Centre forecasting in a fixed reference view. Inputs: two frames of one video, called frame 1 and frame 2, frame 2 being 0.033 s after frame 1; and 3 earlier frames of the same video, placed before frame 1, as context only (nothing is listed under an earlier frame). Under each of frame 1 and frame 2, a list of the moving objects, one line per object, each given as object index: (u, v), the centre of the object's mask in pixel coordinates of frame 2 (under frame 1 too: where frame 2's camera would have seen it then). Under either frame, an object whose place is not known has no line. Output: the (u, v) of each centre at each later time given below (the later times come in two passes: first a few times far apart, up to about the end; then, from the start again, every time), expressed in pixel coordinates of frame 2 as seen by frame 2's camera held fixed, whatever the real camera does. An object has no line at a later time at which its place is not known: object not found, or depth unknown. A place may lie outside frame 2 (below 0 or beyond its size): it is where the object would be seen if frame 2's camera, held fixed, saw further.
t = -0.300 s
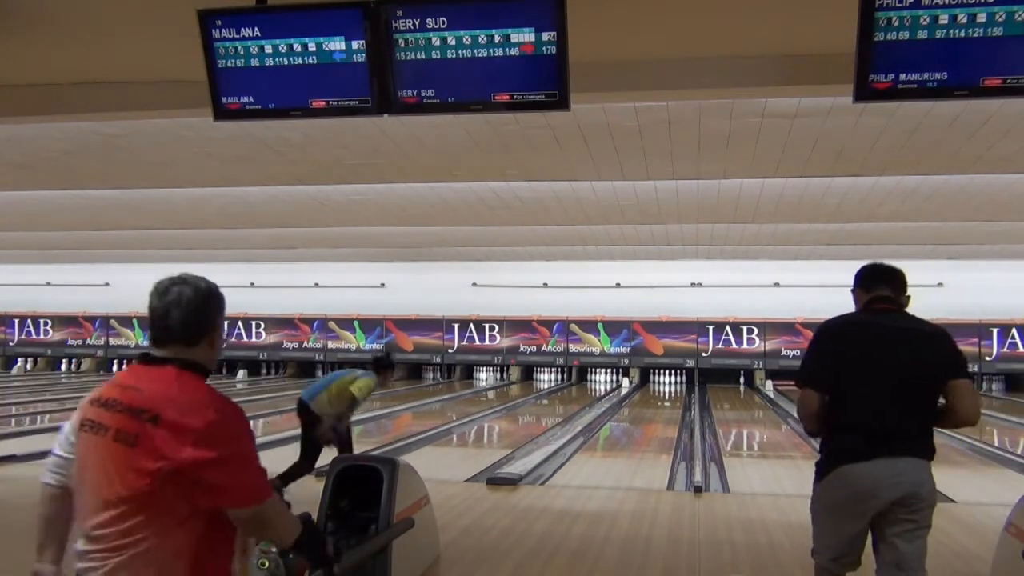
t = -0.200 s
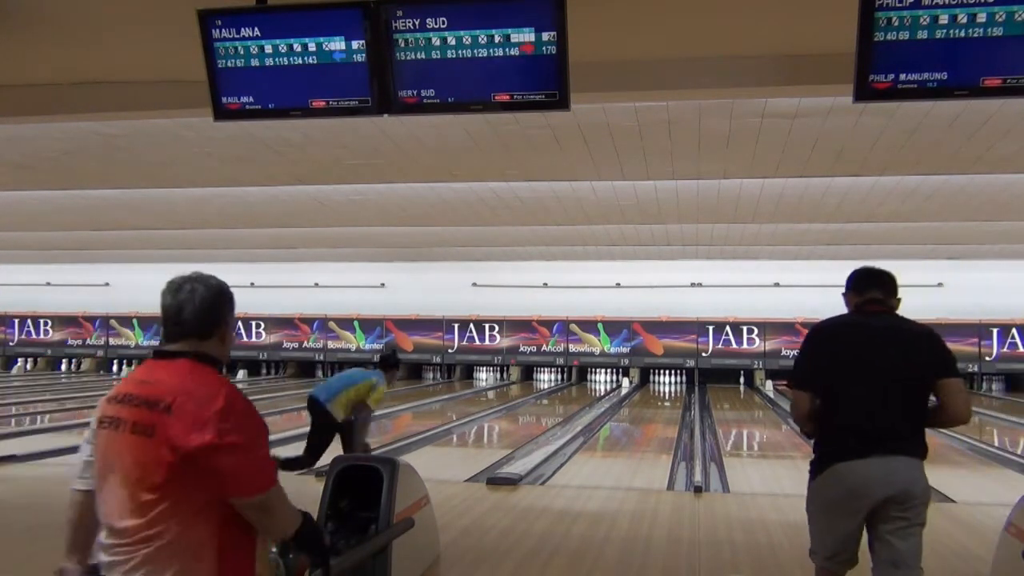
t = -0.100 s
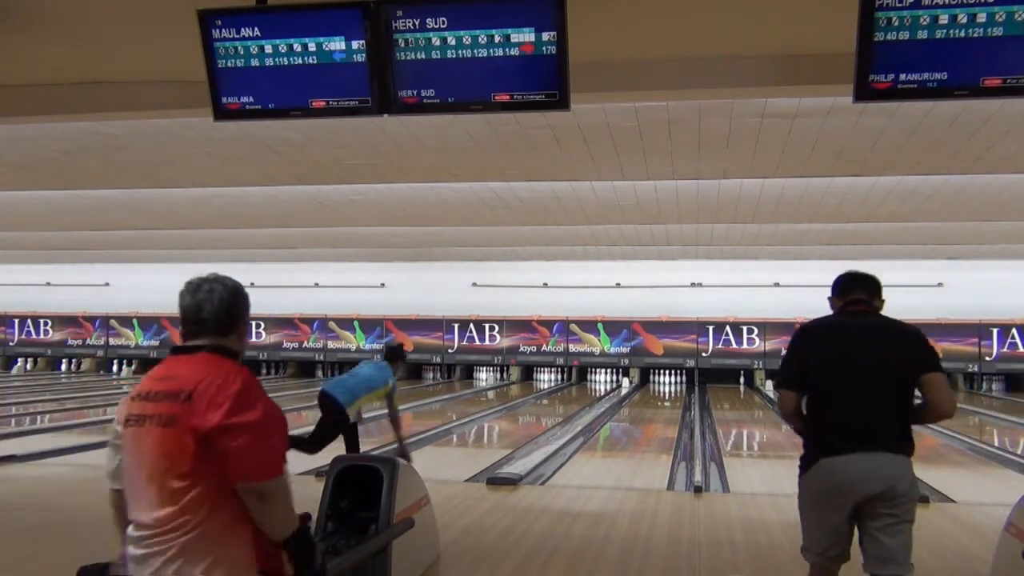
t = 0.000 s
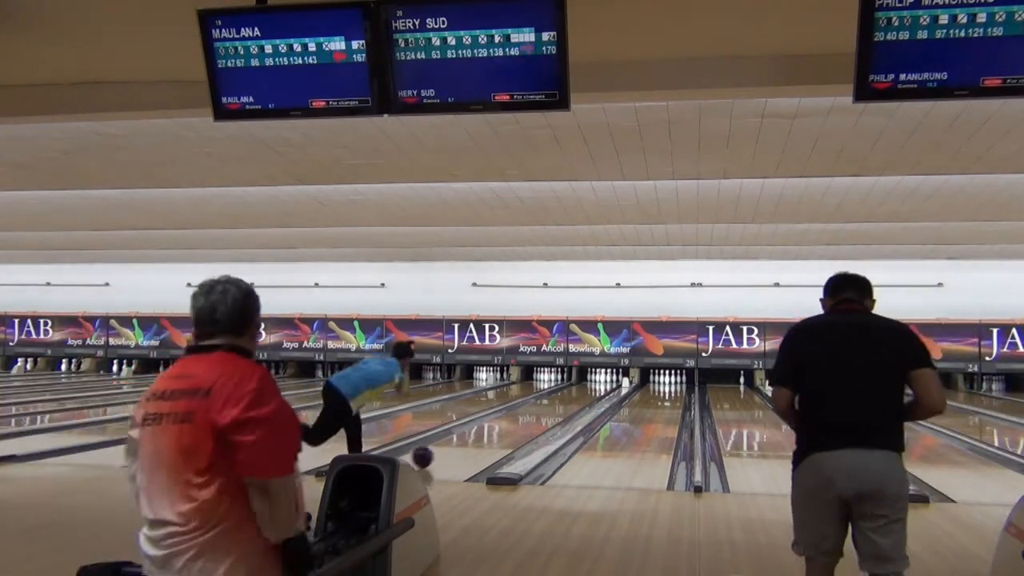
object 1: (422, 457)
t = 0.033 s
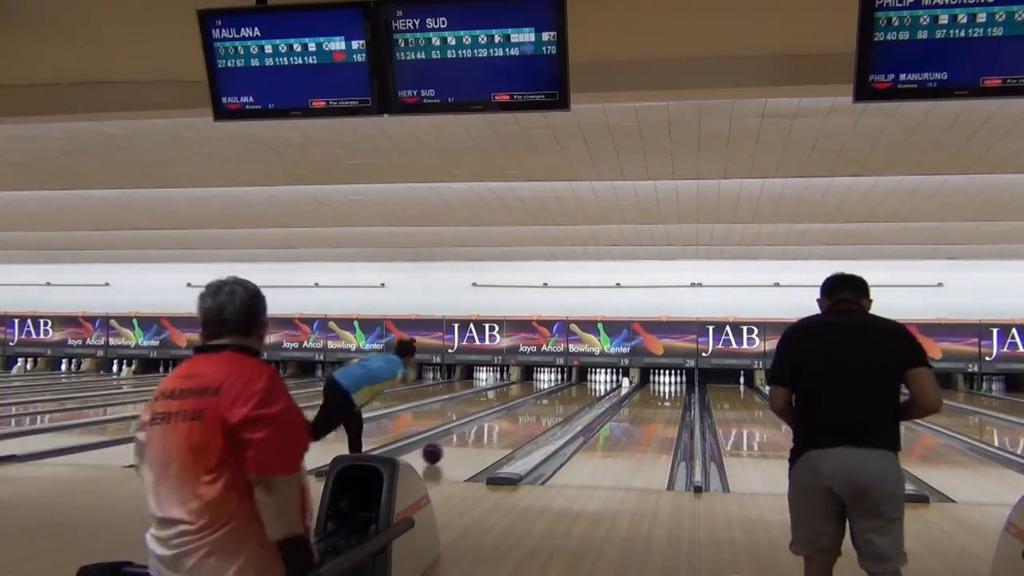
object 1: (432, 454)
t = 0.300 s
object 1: (487, 433)
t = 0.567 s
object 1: (520, 421)
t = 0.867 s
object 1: (552, 408)
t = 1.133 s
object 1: (571, 401)
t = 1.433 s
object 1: (587, 394)
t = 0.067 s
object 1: (442, 450)
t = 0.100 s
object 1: (451, 446)
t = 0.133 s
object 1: (455, 445)
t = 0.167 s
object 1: (459, 444)
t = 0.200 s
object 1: (466, 441)
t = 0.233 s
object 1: (474, 438)
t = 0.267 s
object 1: (480, 435)
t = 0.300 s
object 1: (487, 433)
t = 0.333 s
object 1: (490, 432)
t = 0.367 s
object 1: (493, 431)
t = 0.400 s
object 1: (499, 428)
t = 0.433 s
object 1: (505, 426)
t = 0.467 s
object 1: (510, 424)
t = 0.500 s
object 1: (515, 422)
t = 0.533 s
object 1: (518, 421)
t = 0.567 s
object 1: (520, 421)
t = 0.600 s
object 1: (525, 419)
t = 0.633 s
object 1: (530, 417)
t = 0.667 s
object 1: (534, 416)
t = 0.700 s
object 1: (538, 414)
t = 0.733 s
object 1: (539, 413)
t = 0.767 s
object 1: (541, 413)
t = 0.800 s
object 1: (545, 410)
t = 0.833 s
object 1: (549, 410)
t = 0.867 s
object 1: (552, 408)
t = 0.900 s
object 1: (556, 407)
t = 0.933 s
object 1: (557, 406)
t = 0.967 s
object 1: (558, 406)
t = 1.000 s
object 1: (562, 405)
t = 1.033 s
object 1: (564, 403)
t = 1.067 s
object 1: (567, 402)
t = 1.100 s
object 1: (570, 401)
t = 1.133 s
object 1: (571, 401)
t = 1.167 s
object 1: (572, 401)
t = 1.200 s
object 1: (575, 399)
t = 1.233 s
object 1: (577, 398)
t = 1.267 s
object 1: (579, 397)
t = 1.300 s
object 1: (581, 396)
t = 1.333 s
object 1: (582, 396)
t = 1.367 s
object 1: (583, 396)
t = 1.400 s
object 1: (585, 395)
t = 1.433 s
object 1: (587, 394)
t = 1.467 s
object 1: (589, 393)
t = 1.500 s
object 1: (591, 392)
